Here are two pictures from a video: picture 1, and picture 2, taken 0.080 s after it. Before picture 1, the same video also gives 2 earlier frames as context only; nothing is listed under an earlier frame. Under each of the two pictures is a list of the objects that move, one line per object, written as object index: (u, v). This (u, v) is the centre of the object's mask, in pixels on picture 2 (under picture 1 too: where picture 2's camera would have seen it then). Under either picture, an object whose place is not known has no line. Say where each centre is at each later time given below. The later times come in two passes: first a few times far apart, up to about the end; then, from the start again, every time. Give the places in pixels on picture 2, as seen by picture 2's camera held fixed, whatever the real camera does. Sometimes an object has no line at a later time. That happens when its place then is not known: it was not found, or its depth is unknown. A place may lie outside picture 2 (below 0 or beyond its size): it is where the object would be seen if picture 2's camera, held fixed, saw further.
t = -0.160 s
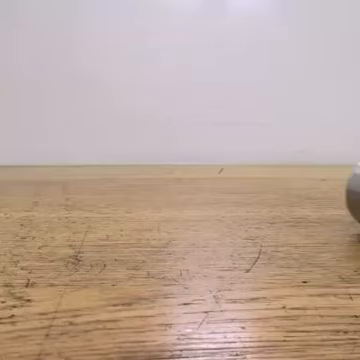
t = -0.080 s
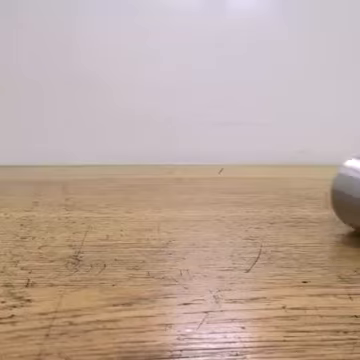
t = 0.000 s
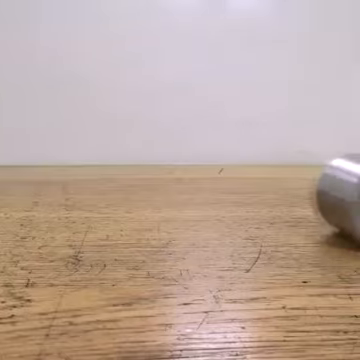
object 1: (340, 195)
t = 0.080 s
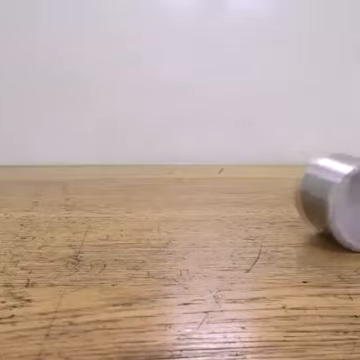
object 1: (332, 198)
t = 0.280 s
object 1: (311, 203)
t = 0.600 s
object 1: (239, 207)
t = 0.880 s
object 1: (169, 211)
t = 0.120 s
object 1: (328, 199)
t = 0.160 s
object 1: (324, 200)
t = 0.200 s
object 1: (320, 201)
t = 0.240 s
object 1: (316, 202)
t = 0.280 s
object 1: (311, 203)
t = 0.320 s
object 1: (305, 203)
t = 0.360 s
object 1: (297, 204)
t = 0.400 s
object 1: (288, 205)
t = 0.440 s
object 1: (277, 206)
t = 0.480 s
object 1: (266, 206)
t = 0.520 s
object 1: (256, 206)
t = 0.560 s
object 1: (248, 206)
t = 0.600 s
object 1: (239, 207)
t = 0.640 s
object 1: (231, 207)
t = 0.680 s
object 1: (222, 208)
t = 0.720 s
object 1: (212, 209)
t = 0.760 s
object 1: (201, 210)
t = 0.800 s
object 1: (191, 210)
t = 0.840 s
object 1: (180, 211)
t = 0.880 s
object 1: (169, 211)
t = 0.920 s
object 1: (159, 212)
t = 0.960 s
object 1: (150, 212)
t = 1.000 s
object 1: (140, 213)
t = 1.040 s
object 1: (128, 213)
